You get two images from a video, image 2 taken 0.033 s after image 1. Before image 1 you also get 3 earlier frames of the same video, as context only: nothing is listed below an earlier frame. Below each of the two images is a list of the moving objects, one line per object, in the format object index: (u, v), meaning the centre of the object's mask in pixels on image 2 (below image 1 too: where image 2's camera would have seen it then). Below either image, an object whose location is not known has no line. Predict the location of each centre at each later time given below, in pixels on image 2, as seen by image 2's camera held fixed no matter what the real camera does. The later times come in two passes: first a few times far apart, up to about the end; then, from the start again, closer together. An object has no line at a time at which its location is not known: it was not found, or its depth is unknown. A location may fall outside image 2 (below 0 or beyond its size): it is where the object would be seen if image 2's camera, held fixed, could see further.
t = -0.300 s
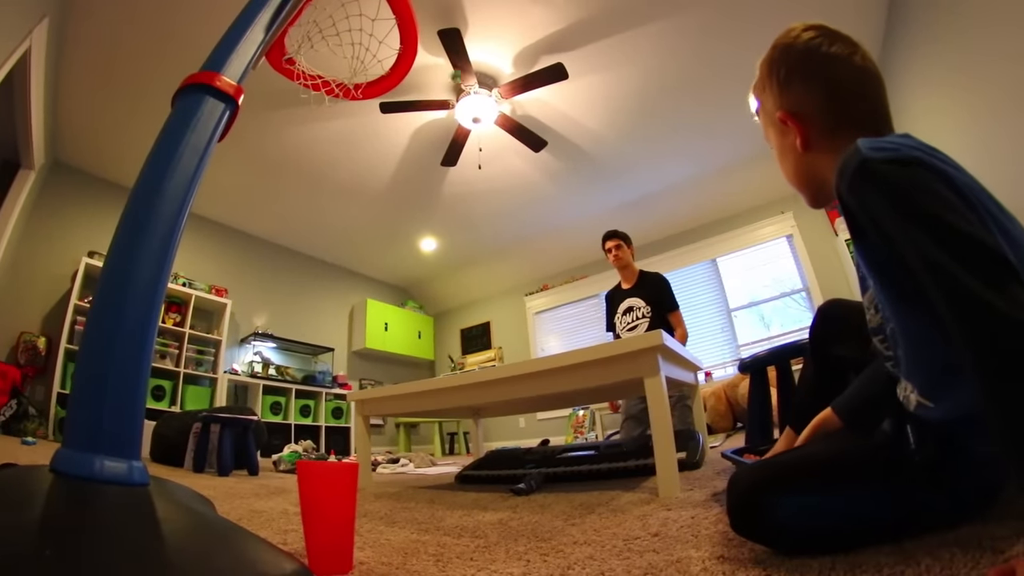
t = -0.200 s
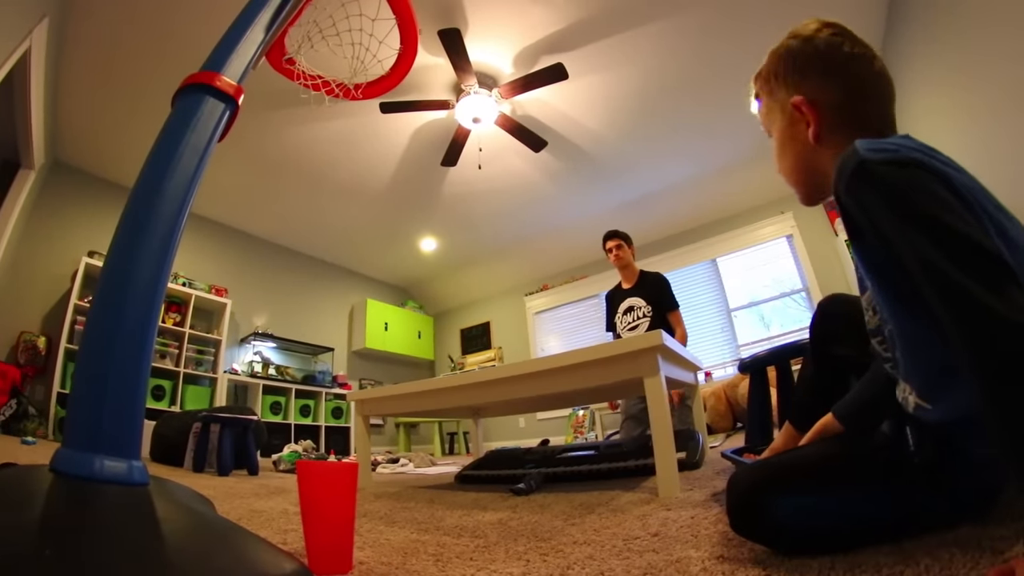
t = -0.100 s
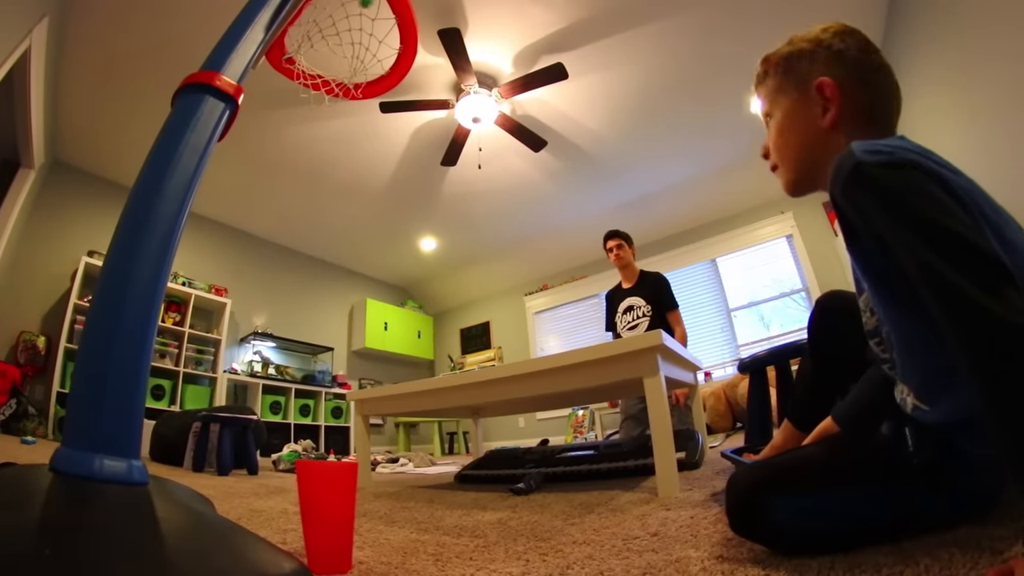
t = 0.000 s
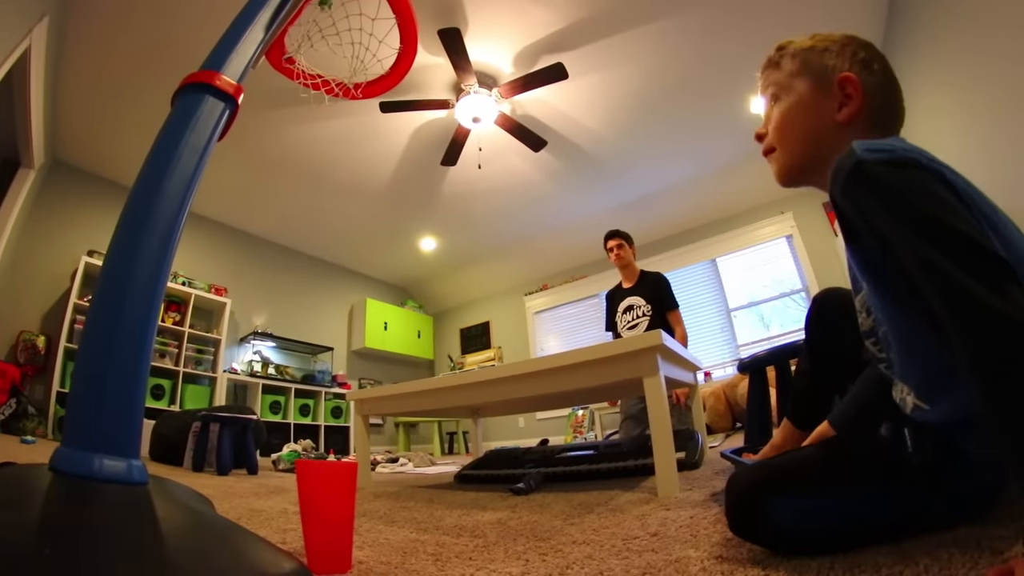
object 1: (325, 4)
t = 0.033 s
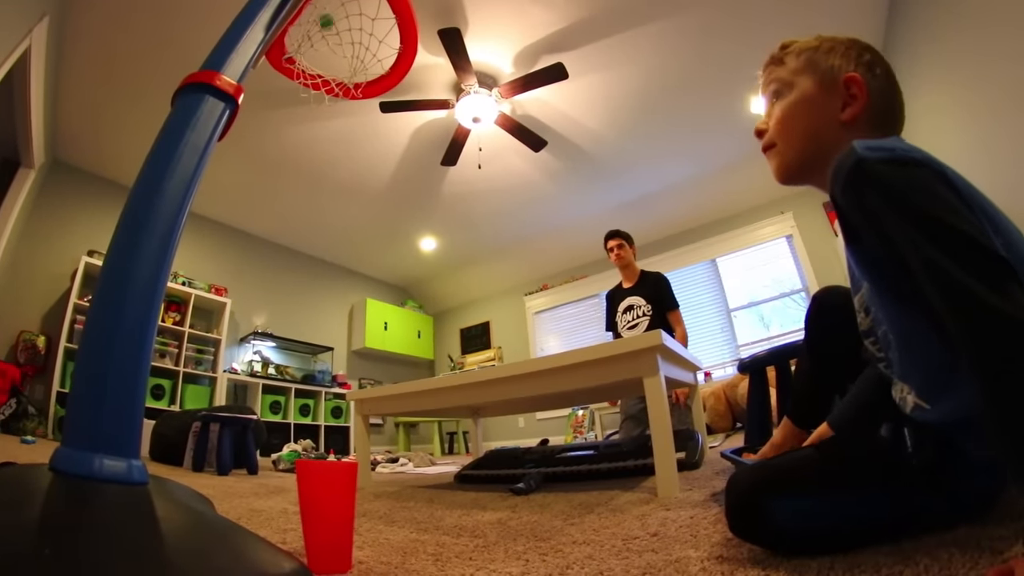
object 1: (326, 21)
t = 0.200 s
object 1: (330, 218)
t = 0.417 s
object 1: (398, 262)
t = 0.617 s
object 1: (448, 204)
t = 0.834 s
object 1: (507, 354)
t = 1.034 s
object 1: (542, 466)
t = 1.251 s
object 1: (544, 497)
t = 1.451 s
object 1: (552, 528)
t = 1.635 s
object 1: (553, 543)
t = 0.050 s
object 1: (328, 32)
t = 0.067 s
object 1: (327, 45)
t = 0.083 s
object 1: (327, 58)
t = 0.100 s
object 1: (327, 73)
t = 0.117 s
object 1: (327, 91)
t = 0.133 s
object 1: (327, 109)
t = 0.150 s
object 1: (327, 132)
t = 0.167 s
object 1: (327, 157)
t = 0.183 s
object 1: (328, 185)
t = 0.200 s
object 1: (330, 218)
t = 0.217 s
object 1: (332, 257)
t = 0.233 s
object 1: (335, 297)
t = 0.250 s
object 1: (340, 343)
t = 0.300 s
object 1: (362, 416)
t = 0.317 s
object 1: (368, 387)
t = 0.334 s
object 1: (372, 361)
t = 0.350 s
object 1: (377, 336)
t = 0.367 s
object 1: (382, 314)
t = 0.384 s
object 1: (389, 293)
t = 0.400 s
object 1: (393, 277)
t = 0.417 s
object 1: (398, 262)
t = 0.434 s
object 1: (403, 249)
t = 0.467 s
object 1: (412, 229)
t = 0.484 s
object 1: (417, 221)
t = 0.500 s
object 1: (421, 214)
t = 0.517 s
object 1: (425, 209)
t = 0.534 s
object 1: (429, 205)
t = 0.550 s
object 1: (433, 203)
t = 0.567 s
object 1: (436, 202)
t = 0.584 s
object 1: (440, 202)
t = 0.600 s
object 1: (444, 202)
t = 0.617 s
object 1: (448, 204)
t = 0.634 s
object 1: (452, 208)
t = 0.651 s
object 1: (456, 212)
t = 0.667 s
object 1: (460, 218)
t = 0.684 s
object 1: (463, 225)
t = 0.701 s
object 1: (467, 233)
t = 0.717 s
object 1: (471, 243)
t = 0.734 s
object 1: (476, 254)
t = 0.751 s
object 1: (480, 266)
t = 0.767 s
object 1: (485, 280)
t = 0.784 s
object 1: (490, 296)
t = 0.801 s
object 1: (495, 314)
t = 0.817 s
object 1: (501, 333)
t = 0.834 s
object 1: (507, 354)
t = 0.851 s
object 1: (514, 379)
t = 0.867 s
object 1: (520, 402)
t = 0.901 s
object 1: (532, 458)
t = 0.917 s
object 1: (538, 485)
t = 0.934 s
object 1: (548, 519)
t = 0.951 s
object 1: (550, 524)
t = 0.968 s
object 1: (548, 508)
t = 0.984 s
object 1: (547, 495)
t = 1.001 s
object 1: (544, 483)
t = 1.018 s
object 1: (543, 475)
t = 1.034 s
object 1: (542, 466)
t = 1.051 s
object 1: (542, 459)
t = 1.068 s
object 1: (541, 454)
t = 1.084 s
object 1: (541, 450)
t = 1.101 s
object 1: (540, 447)
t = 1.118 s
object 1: (540, 447)
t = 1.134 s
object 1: (540, 447)
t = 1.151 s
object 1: (540, 449)
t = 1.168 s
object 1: (540, 453)
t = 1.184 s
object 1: (541, 457)
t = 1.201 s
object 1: (541, 465)
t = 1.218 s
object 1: (542, 474)
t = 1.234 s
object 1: (543, 485)
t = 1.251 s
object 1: (544, 497)
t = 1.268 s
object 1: (546, 513)
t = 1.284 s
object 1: (547, 529)
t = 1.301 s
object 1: (548, 537)
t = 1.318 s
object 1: (548, 530)
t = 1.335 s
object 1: (548, 523)
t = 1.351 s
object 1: (548, 519)
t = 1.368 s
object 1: (548, 516)
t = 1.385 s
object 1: (549, 515)
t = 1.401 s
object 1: (549, 516)
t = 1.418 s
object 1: (550, 518)
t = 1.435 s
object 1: (551, 522)
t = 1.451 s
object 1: (552, 528)
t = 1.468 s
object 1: (553, 536)
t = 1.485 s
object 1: (554, 543)
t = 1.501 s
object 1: (554, 541)
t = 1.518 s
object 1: (554, 539)
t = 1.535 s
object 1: (554, 538)
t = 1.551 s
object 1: (554, 539)
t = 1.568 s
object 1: (554, 542)
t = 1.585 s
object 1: (554, 543)
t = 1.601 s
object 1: (554, 543)
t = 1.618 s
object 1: (554, 543)
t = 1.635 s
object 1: (553, 543)
